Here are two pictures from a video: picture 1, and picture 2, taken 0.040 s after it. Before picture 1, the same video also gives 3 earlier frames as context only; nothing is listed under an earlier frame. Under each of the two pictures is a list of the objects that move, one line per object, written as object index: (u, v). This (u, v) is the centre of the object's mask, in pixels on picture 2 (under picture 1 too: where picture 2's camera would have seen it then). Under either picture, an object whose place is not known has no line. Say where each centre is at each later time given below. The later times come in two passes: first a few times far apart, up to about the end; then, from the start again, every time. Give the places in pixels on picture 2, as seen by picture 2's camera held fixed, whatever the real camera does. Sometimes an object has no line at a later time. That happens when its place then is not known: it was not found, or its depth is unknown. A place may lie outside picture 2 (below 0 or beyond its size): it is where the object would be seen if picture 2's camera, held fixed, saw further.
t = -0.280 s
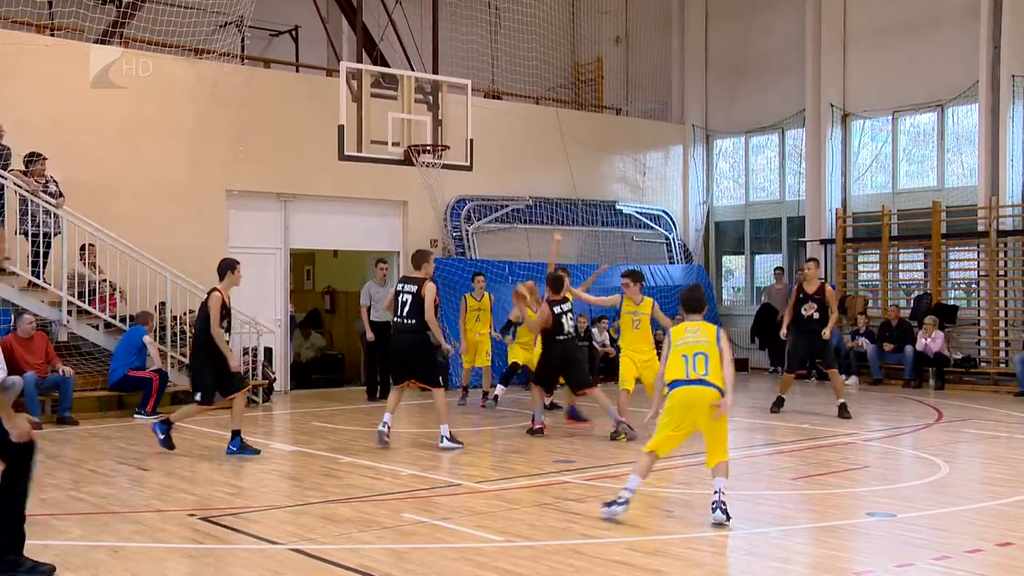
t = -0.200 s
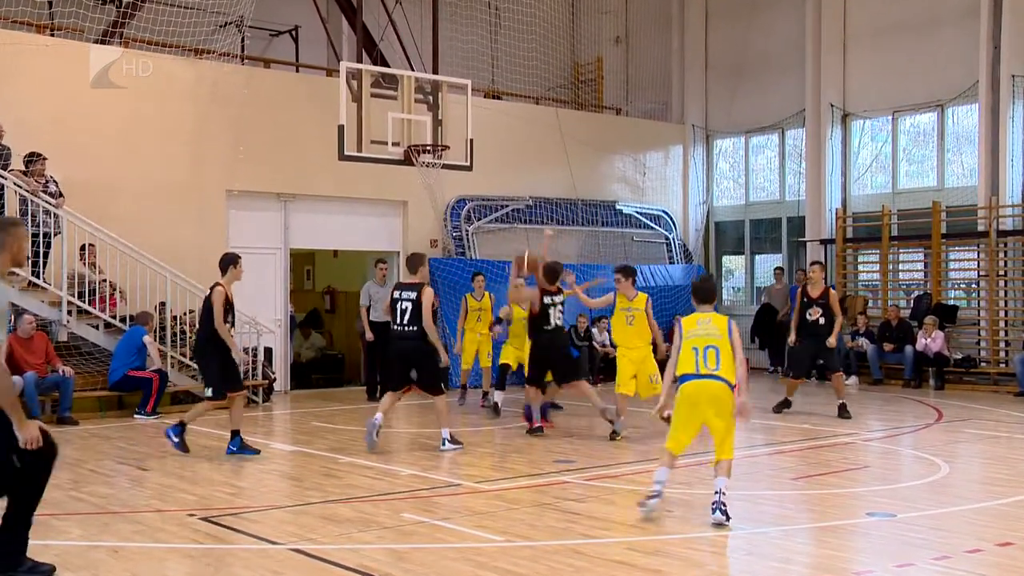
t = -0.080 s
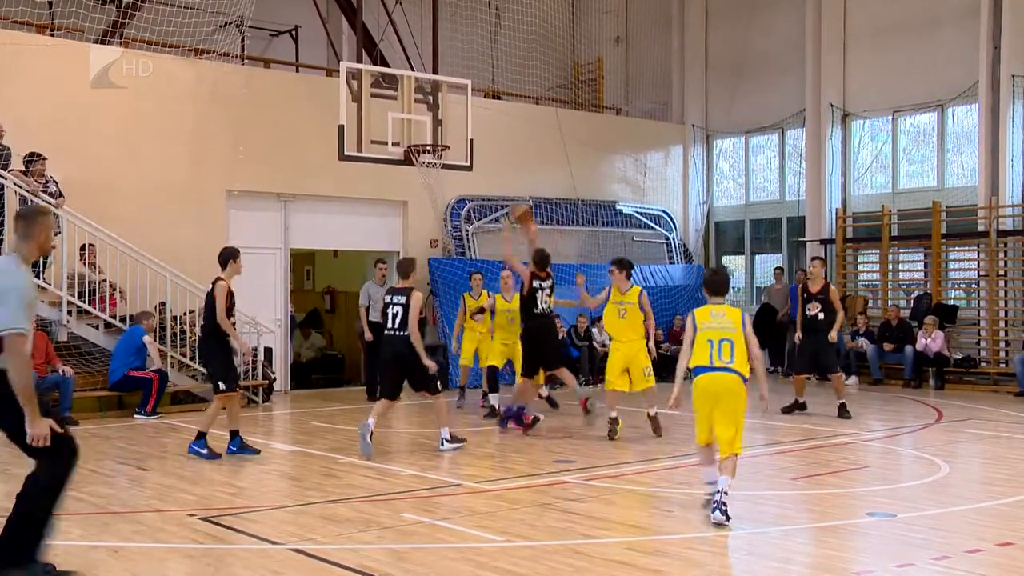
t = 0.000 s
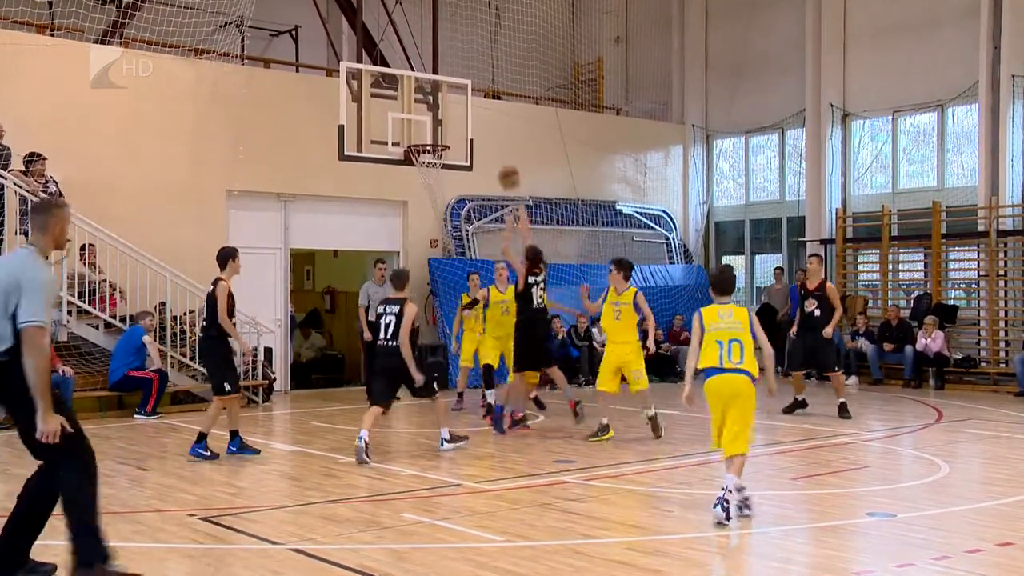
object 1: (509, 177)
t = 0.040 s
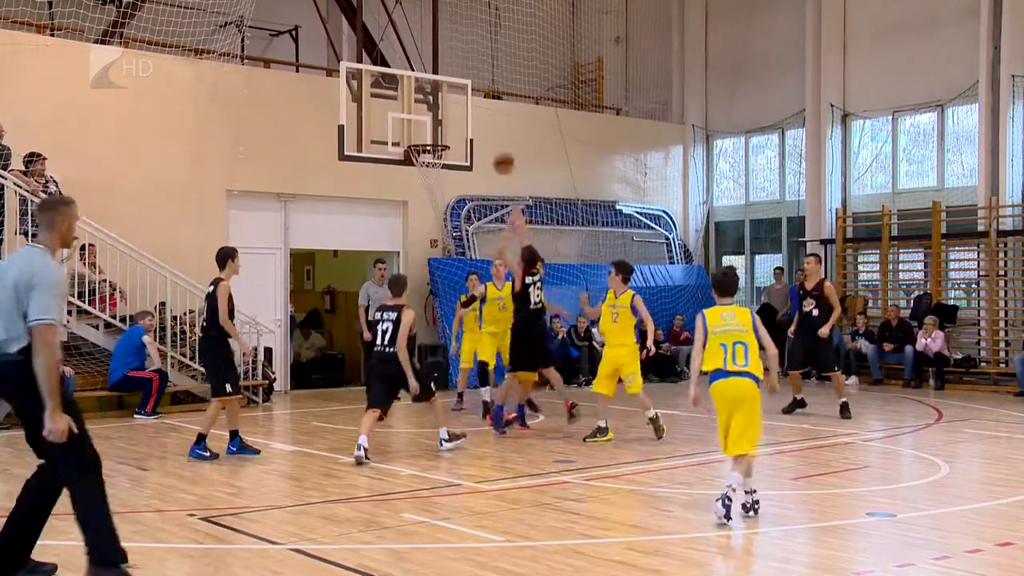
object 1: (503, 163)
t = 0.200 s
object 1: (484, 121)
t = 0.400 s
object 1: (462, 105)
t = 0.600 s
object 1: (442, 123)
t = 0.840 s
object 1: (429, 120)
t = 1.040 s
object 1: (434, 119)
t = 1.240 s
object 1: (436, 134)
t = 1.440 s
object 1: (426, 128)
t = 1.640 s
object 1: (425, 134)
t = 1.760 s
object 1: (430, 138)
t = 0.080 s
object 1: (498, 150)
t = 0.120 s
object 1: (494, 138)
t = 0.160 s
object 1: (489, 129)
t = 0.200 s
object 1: (484, 121)
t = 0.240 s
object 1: (481, 116)
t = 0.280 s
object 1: (476, 109)
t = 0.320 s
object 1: (471, 106)
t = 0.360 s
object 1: (466, 105)
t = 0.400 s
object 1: (462, 105)
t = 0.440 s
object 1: (458, 106)
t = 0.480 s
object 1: (454, 108)
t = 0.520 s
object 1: (450, 111)
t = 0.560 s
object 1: (446, 117)
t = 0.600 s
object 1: (442, 123)
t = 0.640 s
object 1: (439, 131)
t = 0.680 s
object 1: (435, 138)
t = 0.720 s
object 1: (433, 134)
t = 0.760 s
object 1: (431, 127)
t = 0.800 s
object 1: (429, 123)
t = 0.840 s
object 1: (429, 120)
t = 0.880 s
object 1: (430, 117)
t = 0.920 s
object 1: (431, 116)
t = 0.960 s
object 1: (432, 117)
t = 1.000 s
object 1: (433, 117)
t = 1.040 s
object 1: (434, 119)
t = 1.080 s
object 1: (435, 123)
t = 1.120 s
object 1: (436, 127)
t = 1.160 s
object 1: (438, 134)
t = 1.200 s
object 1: (438, 138)
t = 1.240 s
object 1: (436, 134)
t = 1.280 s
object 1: (434, 130)
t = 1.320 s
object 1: (432, 128)
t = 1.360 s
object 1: (431, 127)
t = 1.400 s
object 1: (428, 126)
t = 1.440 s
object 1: (426, 128)
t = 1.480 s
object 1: (424, 130)
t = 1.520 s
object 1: (421, 135)
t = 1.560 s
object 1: (420, 136)
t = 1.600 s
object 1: (423, 135)
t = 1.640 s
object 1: (425, 134)
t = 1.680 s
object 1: (427, 134)
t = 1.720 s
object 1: (428, 136)
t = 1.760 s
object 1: (430, 138)
